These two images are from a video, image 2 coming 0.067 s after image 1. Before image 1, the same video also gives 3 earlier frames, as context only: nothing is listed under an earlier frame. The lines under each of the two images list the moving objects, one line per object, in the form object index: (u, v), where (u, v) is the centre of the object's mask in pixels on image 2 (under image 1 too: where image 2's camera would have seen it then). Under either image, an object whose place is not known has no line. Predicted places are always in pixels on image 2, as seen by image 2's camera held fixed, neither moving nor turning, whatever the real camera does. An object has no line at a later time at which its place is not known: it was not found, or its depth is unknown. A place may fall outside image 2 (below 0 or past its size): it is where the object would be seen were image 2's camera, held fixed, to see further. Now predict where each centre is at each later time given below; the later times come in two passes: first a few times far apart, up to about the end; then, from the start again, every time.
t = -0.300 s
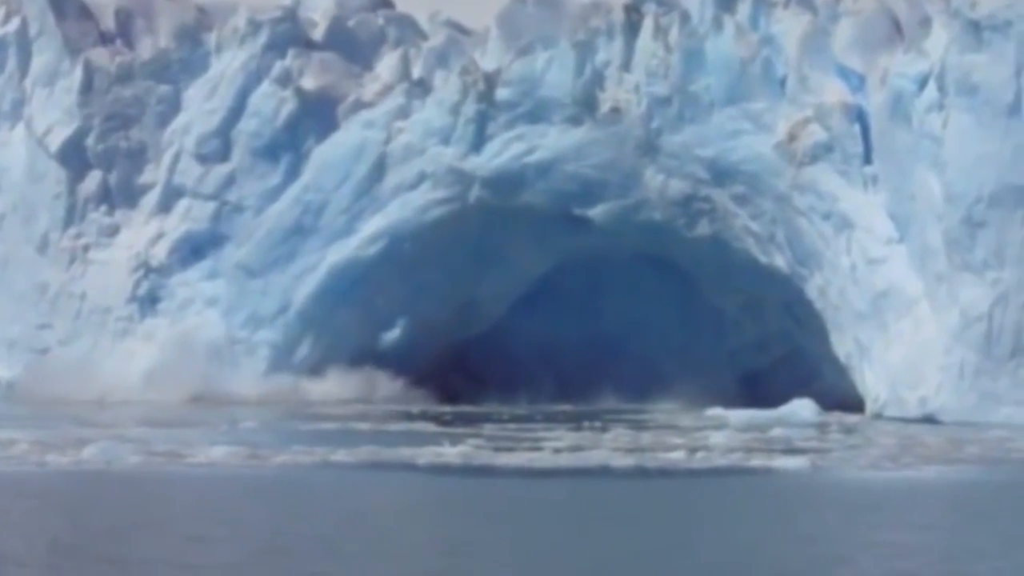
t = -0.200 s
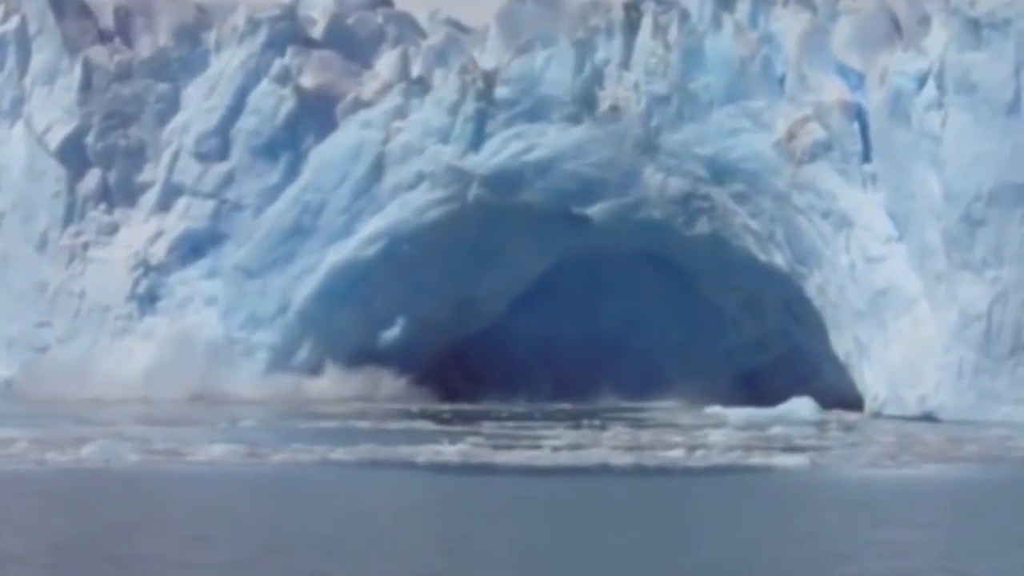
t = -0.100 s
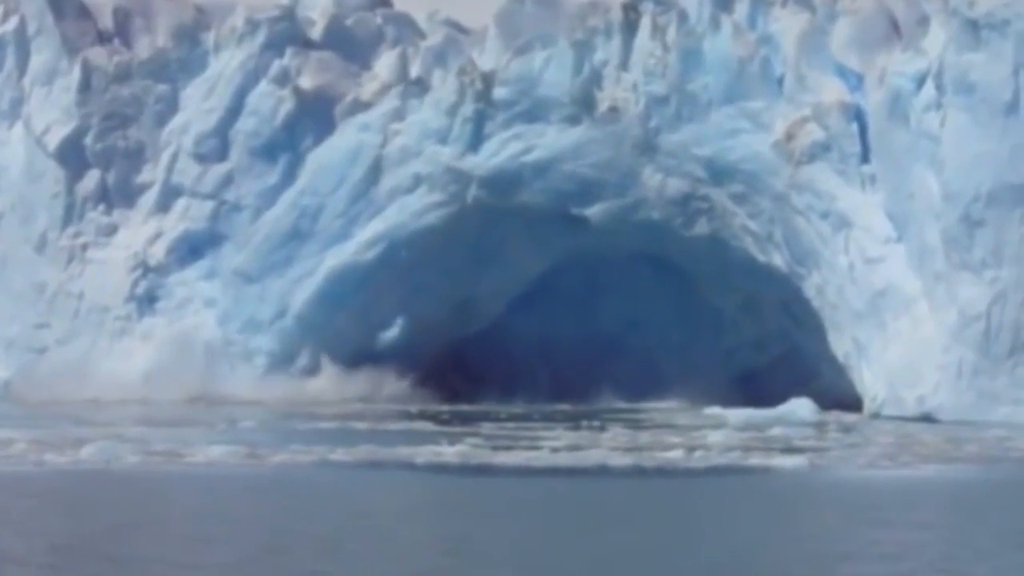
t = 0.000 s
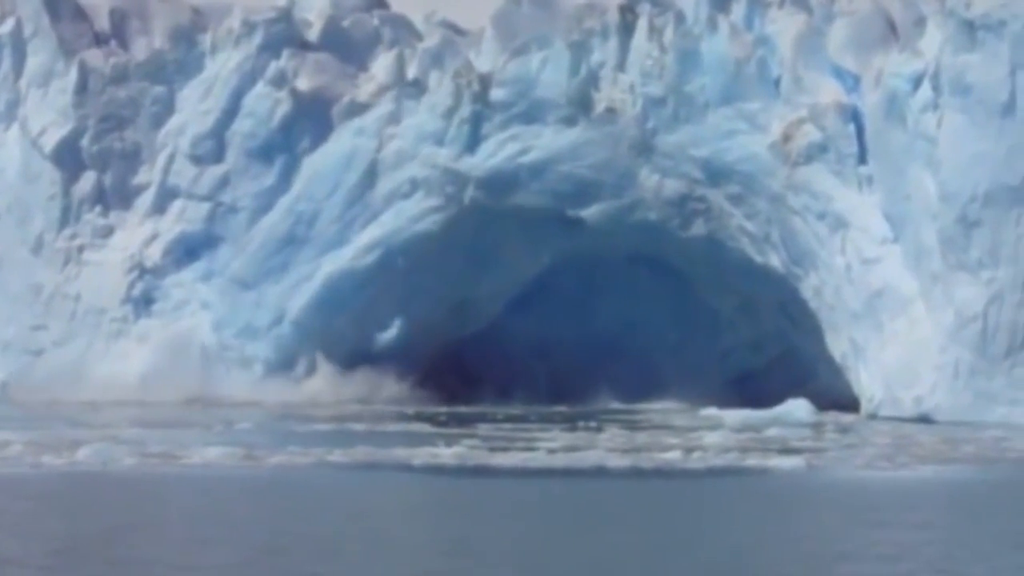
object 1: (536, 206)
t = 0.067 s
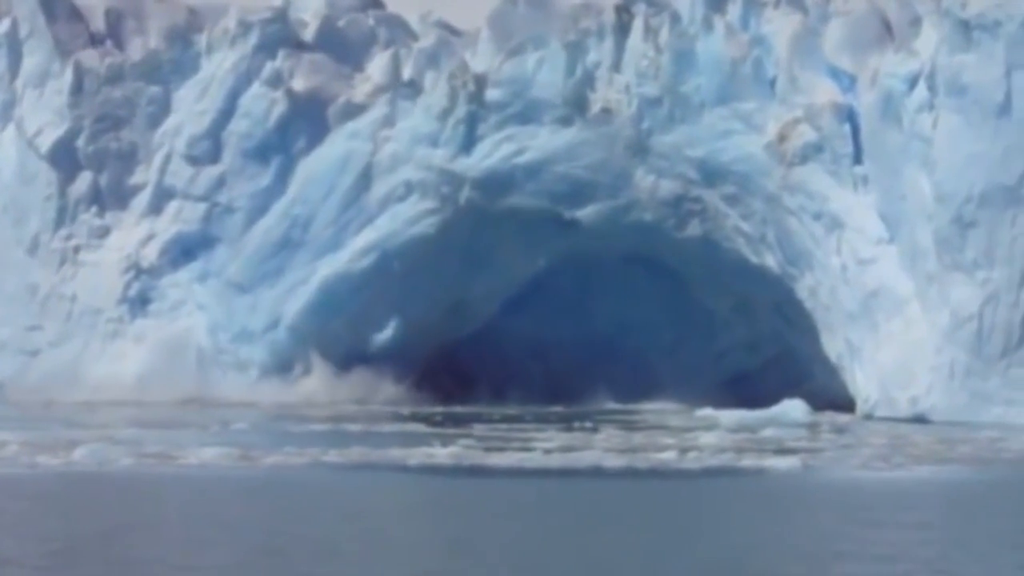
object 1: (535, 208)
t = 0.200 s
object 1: (534, 209)
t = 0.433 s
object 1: (535, 218)
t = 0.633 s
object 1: (533, 229)
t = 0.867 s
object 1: (535, 249)
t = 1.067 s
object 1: (537, 268)
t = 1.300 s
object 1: (538, 295)
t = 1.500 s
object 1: (541, 322)
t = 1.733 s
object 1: (543, 357)
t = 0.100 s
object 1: (534, 205)
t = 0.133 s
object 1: (534, 207)
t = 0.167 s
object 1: (534, 208)
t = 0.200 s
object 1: (534, 209)
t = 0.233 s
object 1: (536, 211)
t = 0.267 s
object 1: (536, 211)
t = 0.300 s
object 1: (536, 213)
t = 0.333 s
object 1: (536, 214)
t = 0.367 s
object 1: (535, 215)
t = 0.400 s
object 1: (535, 216)
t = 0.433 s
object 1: (535, 218)
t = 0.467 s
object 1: (534, 220)
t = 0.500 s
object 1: (535, 222)
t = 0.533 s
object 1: (536, 223)
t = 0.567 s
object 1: (534, 225)
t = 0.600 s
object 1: (534, 228)
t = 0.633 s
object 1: (533, 229)
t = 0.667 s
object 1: (534, 232)
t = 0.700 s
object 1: (534, 234)
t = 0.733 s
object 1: (533, 238)
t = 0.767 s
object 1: (532, 239)
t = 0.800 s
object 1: (533, 242)
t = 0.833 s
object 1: (534, 246)
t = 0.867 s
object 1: (535, 249)
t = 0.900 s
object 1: (536, 251)
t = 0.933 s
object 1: (535, 254)
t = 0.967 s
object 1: (535, 258)
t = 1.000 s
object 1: (537, 261)
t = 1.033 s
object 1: (537, 265)
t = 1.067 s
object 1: (537, 268)
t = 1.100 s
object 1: (538, 272)
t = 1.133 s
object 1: (538, 275)
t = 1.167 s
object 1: (539, 279)
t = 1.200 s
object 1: (539, 283)
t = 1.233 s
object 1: (539, 287)
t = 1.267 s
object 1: (538, 291)
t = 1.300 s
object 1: (538, 295)
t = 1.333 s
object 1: (540, 299)
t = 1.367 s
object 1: (540, 303)
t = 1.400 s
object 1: (541, 308)
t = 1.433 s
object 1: (541, 313)
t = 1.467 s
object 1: (540, 317)
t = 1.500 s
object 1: (541, 322)
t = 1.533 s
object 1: (541, 326)
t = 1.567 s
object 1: (542, 331)
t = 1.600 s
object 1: (542, 337)
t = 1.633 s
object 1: (542, 341)
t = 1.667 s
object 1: (542, 347)
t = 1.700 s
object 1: (543, 352)
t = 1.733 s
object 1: (543, 357)
